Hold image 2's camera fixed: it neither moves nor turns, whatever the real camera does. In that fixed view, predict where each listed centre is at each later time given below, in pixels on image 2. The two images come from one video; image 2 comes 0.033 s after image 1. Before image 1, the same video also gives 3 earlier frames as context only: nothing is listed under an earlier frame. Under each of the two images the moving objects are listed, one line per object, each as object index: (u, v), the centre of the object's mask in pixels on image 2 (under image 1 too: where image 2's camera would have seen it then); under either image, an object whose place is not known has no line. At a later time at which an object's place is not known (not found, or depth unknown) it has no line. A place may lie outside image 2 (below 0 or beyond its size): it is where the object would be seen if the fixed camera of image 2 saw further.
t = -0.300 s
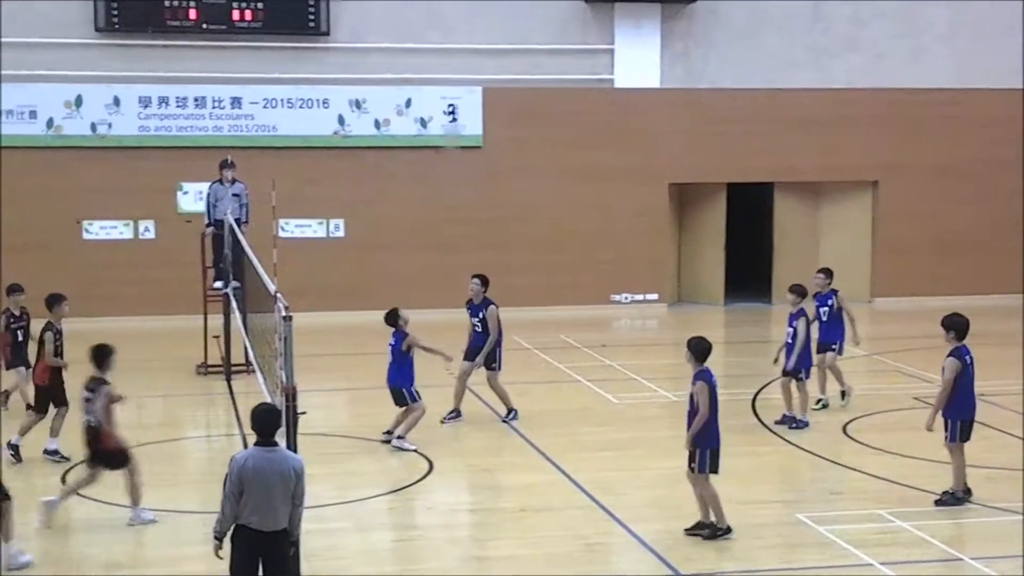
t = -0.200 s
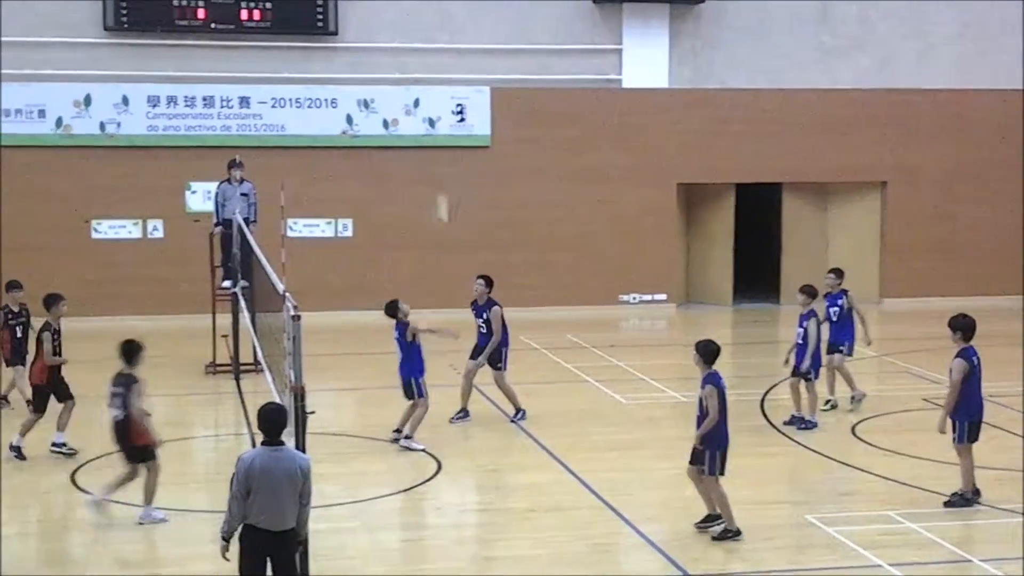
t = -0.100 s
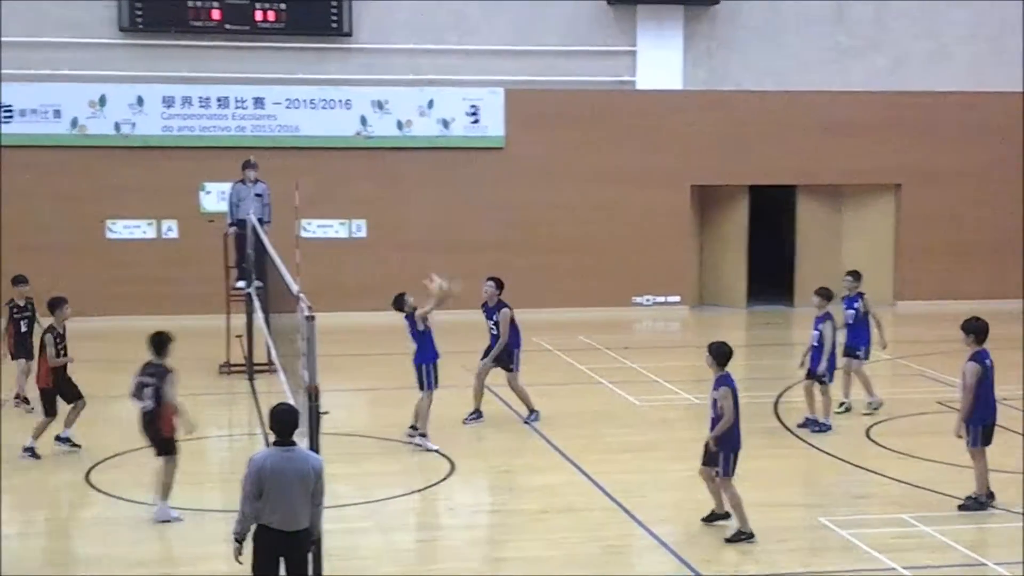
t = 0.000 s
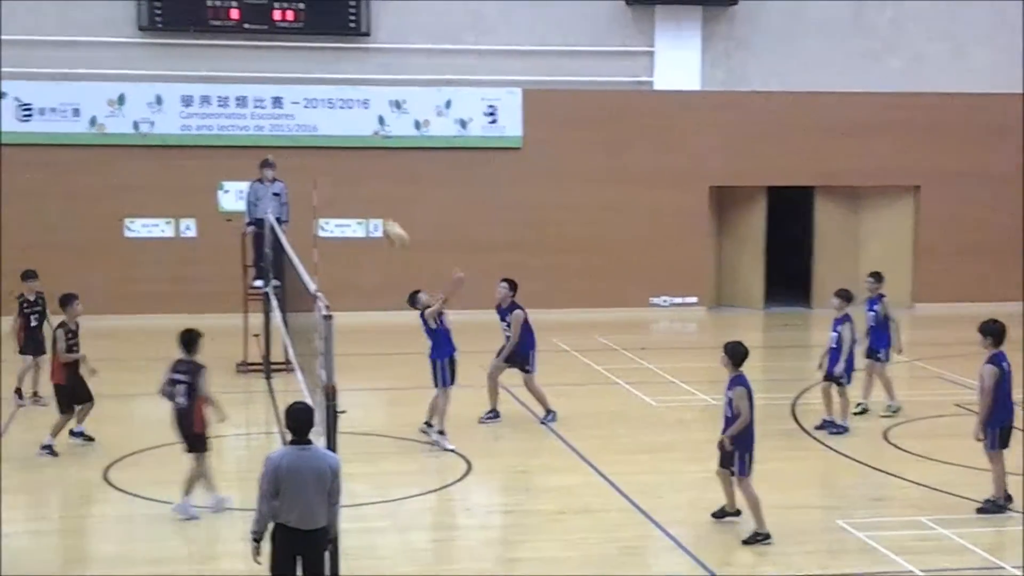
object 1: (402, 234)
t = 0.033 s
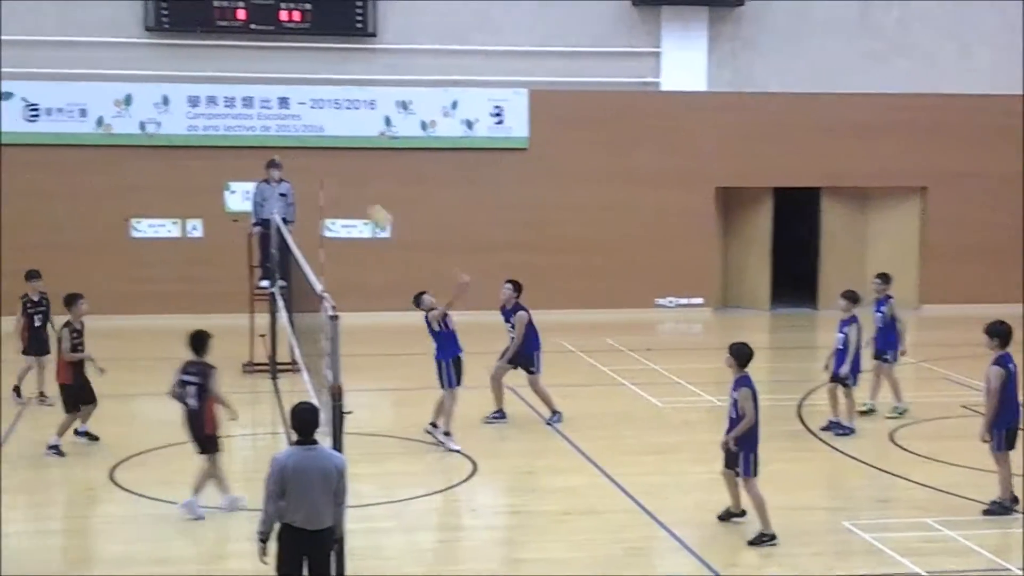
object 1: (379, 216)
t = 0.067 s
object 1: (358, 200)
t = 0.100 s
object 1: (335, 182)
